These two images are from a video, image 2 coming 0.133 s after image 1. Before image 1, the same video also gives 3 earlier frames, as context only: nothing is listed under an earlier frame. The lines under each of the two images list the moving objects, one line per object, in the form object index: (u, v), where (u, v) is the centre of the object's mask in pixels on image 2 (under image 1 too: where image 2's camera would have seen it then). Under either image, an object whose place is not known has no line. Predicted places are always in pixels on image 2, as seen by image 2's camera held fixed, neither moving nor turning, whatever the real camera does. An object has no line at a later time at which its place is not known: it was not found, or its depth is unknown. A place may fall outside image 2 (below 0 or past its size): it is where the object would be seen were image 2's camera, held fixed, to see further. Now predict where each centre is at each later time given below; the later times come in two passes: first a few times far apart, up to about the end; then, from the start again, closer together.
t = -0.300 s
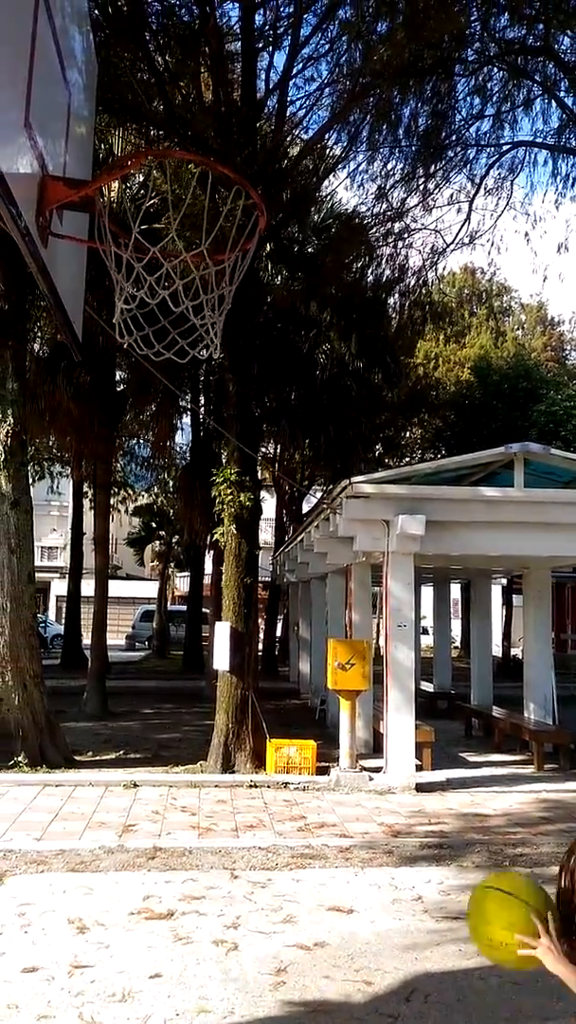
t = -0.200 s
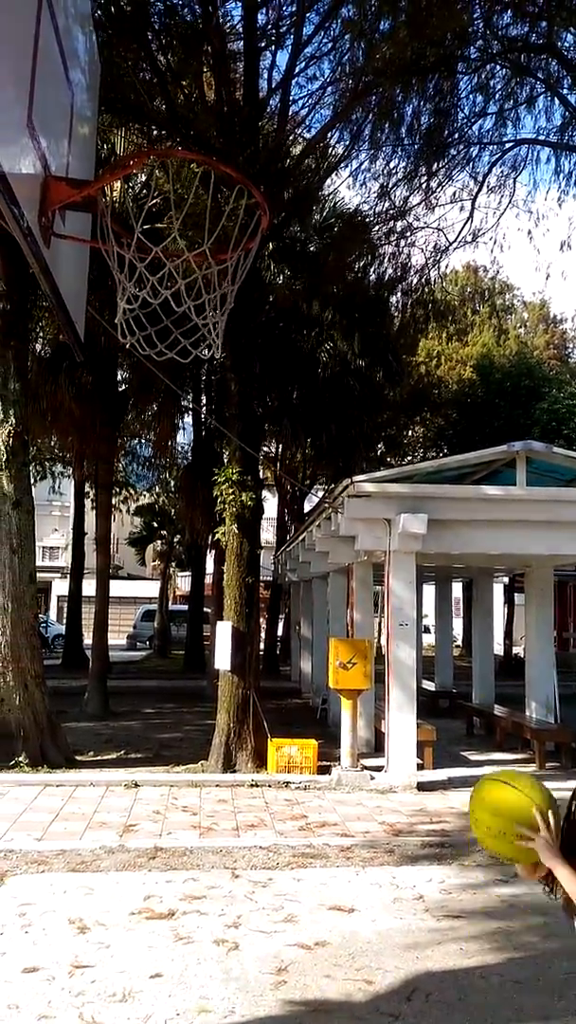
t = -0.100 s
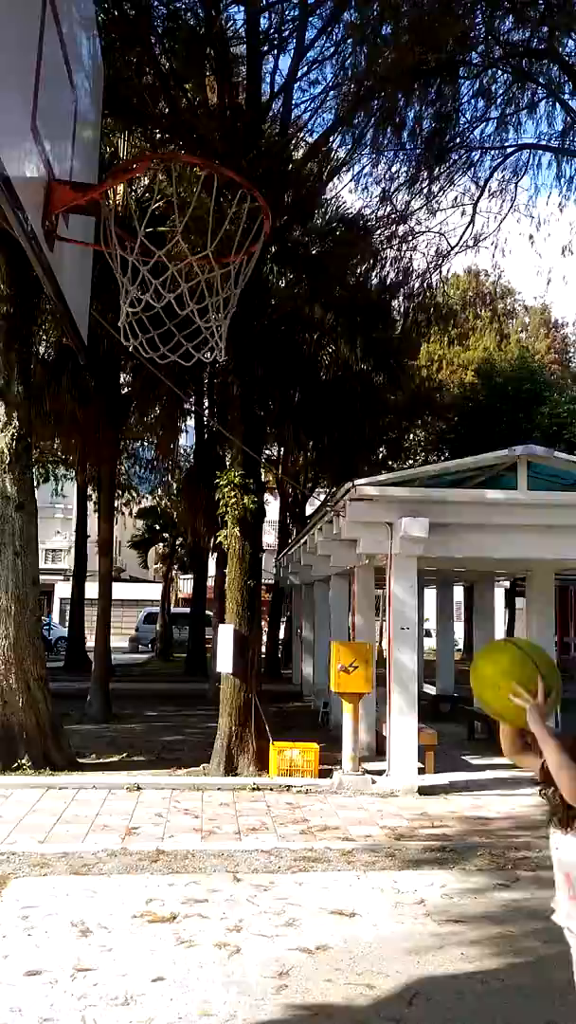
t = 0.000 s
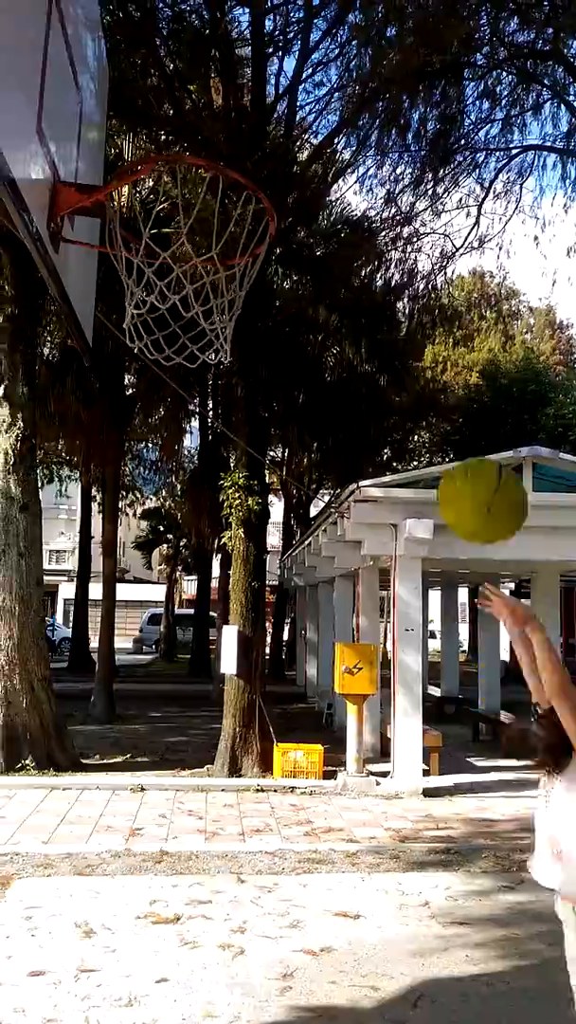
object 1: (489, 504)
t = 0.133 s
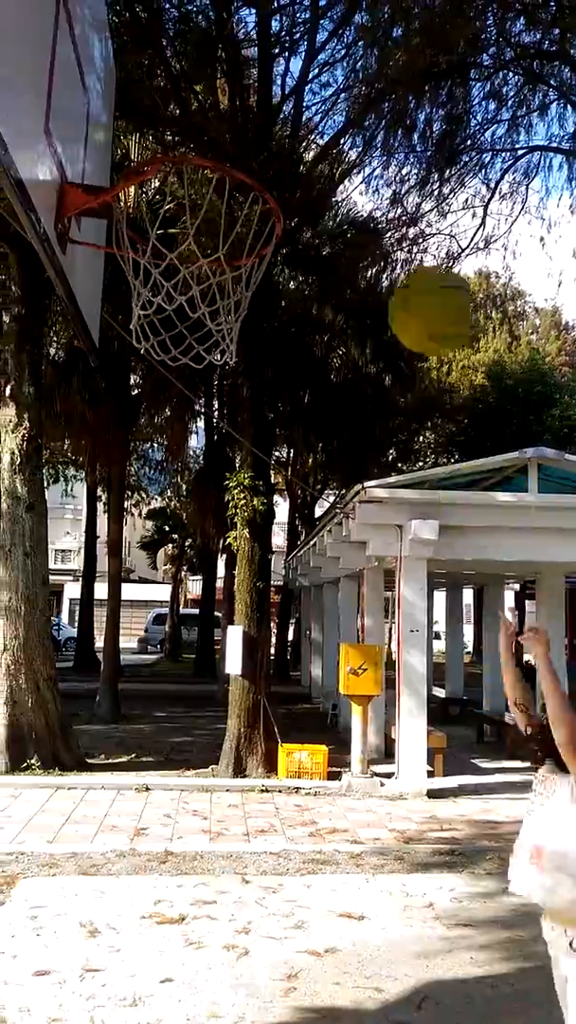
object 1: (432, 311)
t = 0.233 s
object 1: (391, 209)
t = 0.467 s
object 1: (291, 109)
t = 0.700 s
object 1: (207, 165)
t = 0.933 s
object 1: (165, 334)
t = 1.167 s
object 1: (125, 629)
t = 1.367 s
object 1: (90, 1010)
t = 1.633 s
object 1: (67, 780)
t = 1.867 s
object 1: (58, 547)
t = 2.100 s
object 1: (39, 495)
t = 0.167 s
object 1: (419, 273)
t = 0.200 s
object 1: (405, 239)
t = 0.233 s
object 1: (391, 209)
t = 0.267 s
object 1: (377, 182)
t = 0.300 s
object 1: (363, 161)
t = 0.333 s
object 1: (350, 143)
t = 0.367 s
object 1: (334, 129)
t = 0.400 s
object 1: (320, 120)
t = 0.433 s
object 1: (306, 113)
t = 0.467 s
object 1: (291, 109)
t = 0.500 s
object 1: (276, 110)
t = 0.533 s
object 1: (261, 115)
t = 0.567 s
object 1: (245, 123)
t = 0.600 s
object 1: (232, 133)
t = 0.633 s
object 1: (218, 149)
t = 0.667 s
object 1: (215, 155)
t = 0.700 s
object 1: (207, 165)
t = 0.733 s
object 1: (203, 180)
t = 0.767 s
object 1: (195, 198)
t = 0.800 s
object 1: (188, 214)
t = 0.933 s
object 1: (165, 334)
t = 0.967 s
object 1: (160, 364)
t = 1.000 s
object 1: (155, 399)
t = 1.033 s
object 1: (148, 438)
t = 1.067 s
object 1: (144, 480)
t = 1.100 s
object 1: (138, 525)
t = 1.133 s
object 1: (132, 574)
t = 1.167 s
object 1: (125, 629)
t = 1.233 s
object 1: (110, 745)
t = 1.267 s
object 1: (103, 810)
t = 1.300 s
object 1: (96, 879)
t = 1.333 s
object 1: (91, 952)
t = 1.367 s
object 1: (90, 1010)
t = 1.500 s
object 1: (69, 1005)
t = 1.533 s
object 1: (71, 947)
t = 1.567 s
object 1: (68, 886)
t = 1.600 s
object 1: (67, 831)
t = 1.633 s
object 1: (67, 780)
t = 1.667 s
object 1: (66, 734)
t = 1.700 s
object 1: (66, 694)
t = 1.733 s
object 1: (65, 655)
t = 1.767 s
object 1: (63, 623)
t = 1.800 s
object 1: (62, 594)
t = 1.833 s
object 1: (60, 569)
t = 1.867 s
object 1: (58, 547)
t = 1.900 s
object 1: (56, 529)
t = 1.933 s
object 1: (53, 515)
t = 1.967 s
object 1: (51, 505)
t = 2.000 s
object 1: (48, 497)
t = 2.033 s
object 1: (45, 494)
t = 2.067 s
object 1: (41, 493)
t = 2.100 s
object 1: (39, 495)
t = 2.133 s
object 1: (35, 501)
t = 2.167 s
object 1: (31, 510)
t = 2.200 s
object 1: (27, 523)
